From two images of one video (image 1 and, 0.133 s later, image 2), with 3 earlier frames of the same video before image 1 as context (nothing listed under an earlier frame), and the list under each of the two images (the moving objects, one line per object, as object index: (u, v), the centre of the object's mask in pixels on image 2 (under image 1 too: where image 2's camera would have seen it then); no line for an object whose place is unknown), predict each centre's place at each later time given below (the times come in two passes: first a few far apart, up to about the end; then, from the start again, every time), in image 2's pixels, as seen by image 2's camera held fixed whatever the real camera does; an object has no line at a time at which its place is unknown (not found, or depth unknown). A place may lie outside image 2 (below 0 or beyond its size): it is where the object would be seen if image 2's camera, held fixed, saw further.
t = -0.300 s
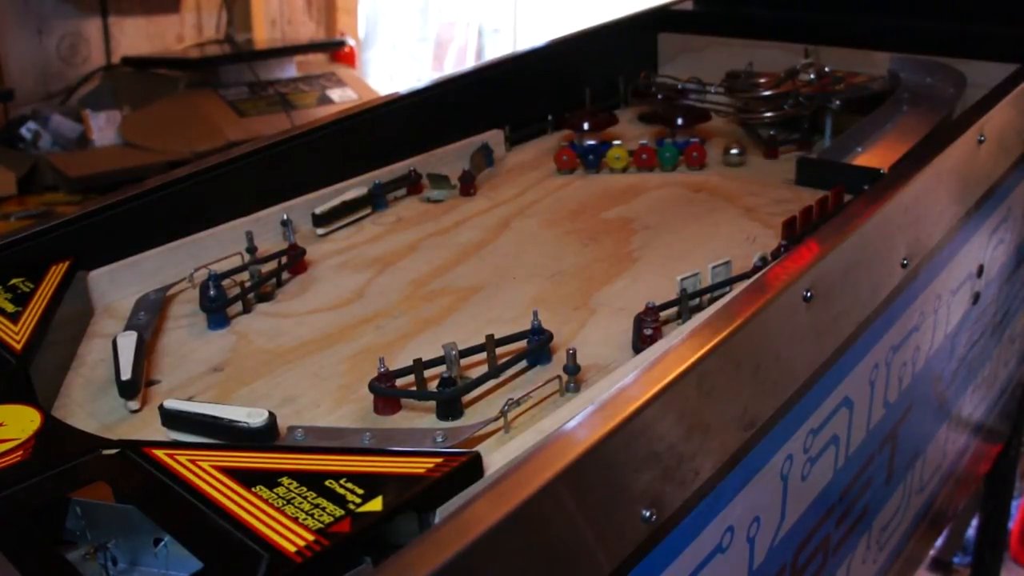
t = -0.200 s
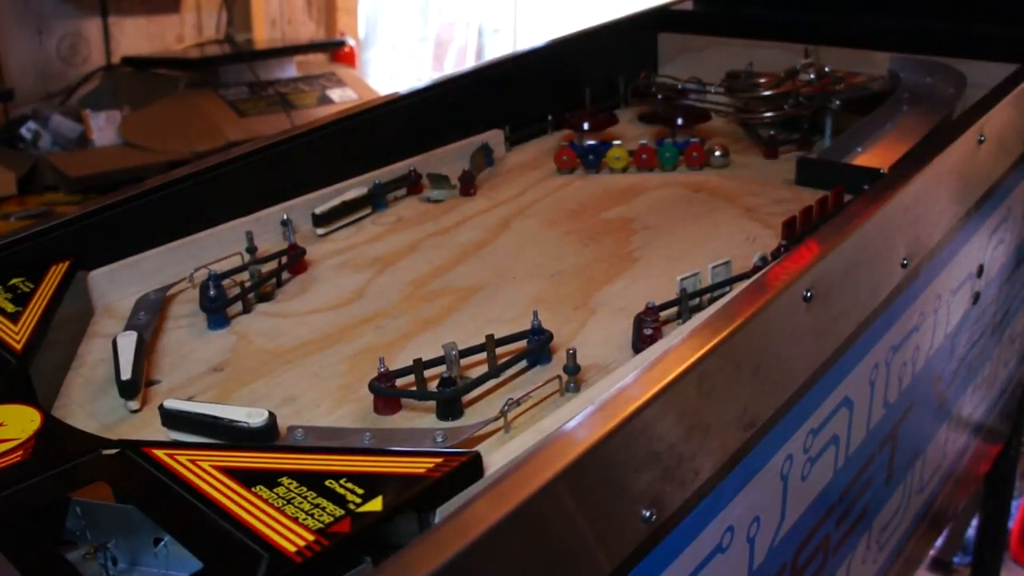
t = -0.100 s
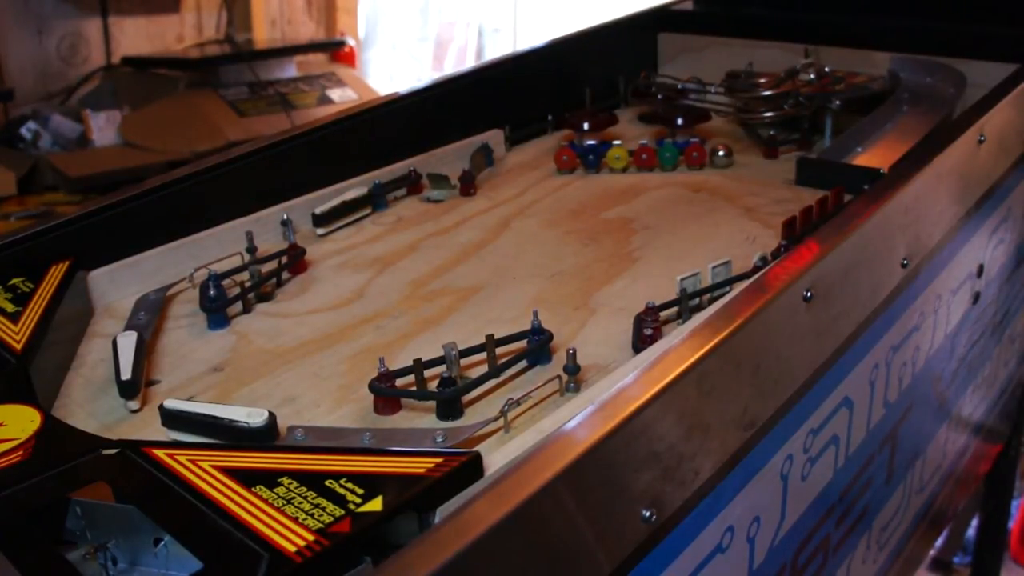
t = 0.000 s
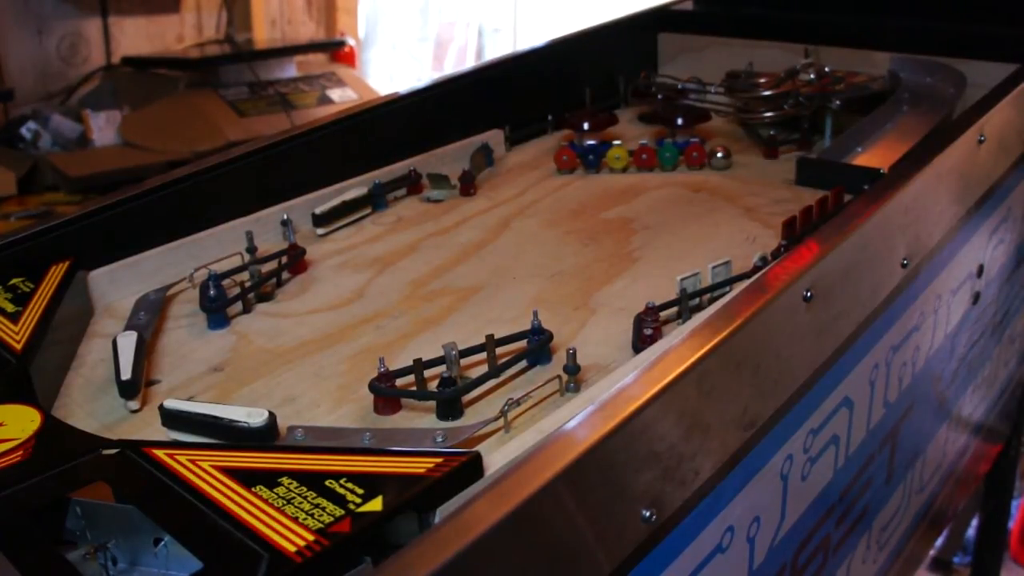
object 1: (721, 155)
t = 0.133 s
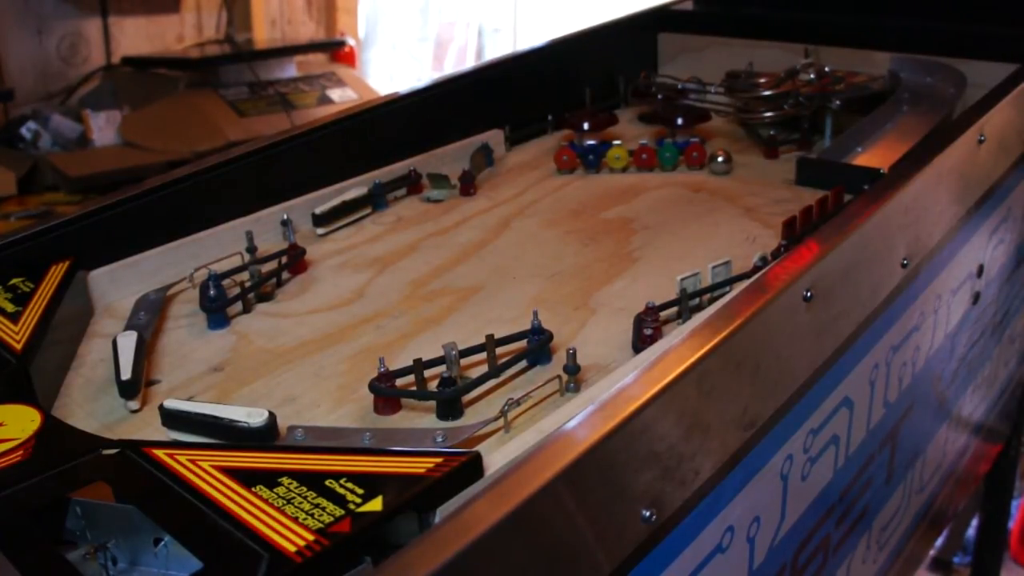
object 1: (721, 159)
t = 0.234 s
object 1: (717, 165)
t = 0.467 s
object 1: (691, 186)
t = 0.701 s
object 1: (637, 225)
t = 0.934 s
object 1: (532, 288)
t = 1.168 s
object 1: (338, 367)
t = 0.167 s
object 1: (720, 161)
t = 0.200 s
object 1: (719, 163)
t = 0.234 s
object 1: (717, 165)
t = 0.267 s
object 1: (716, 167)
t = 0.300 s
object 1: (712, 170)
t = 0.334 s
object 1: (709, 172)
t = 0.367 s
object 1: (705, 175)
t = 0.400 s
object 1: (701, 178)
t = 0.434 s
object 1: (696, 182)
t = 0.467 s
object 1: (691, 186)
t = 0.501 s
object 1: (686, 191)
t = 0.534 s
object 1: (679, 195)
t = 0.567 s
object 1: (672, 201)
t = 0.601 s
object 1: (665, 206)
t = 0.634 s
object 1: (657, 211)
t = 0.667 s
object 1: (647, 218)
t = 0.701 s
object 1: (637, 225)
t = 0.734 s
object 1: (626, 232)
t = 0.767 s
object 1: (614, 240)
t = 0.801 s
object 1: (601, 248)
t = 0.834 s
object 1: (585, 257)
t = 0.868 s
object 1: (570, 266)
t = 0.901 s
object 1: (552, 277)
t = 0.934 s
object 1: (532, 288)
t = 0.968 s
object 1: (510, 301)
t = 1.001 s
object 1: (485, 313)
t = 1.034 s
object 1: (459, 329)
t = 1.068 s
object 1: (432, 344)
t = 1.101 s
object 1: (399, 359)
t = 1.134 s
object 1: (365, 364)
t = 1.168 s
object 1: (338, 367)
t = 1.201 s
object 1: (302, 369)
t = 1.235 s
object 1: (277, 366)
